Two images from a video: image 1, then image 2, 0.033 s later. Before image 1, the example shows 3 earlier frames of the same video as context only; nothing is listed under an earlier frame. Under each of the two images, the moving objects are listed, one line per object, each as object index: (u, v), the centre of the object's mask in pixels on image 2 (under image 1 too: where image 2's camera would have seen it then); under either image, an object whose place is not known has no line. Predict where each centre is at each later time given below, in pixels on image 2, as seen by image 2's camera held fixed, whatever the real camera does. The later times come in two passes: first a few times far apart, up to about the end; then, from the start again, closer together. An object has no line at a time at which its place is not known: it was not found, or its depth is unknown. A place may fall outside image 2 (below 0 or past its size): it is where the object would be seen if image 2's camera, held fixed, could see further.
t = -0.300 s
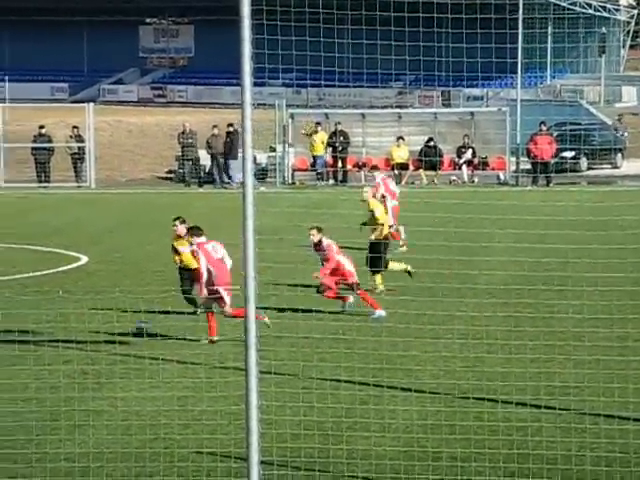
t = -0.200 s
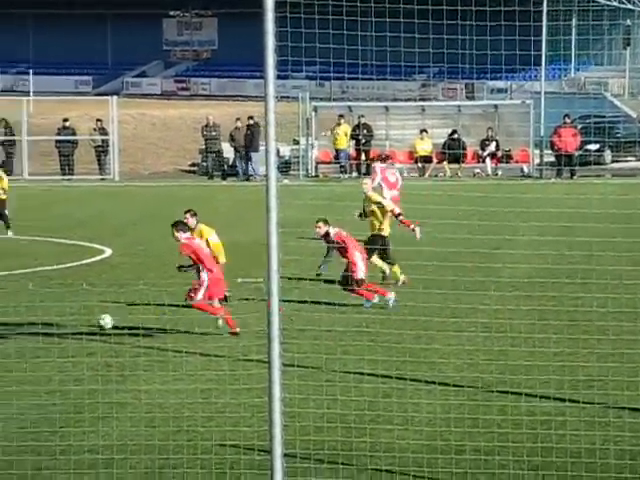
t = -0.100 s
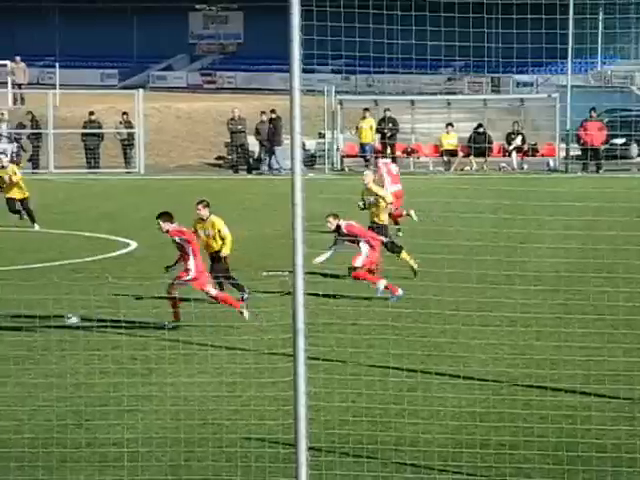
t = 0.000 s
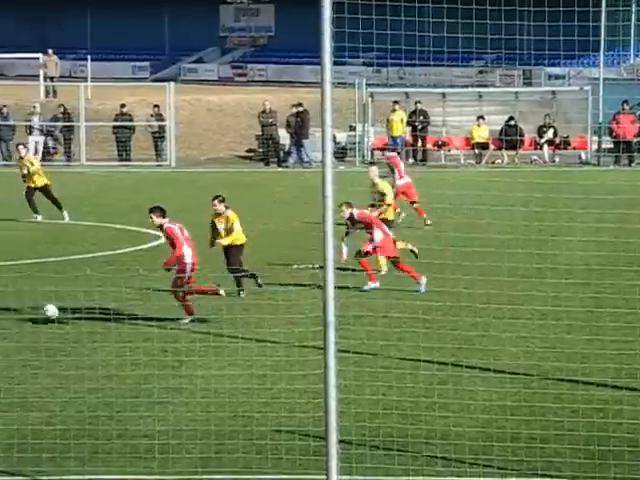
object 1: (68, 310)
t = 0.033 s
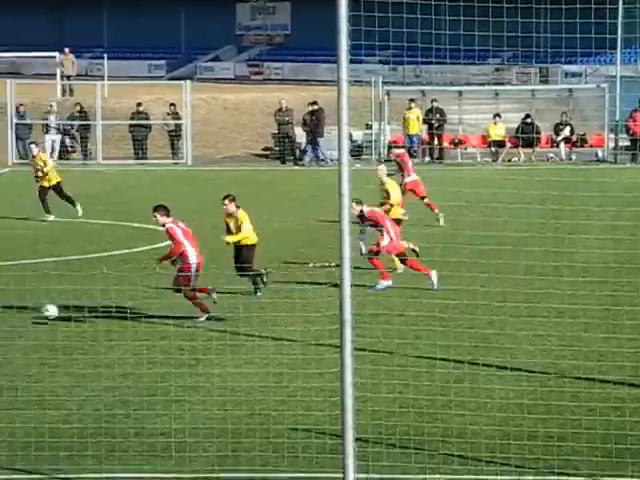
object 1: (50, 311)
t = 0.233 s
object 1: (-46, 321)
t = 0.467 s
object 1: (-156, 332)
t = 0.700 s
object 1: (-264, 341)
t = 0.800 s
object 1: (-306, 346)
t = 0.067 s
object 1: (33, 314)
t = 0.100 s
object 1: (14, 318)
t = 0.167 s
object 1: (-19, 320)
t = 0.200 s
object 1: (-33, 321)
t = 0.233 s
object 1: (-46, 321)
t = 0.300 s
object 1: (-81, 326)
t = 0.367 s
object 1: (-109, 327)
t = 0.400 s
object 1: (-125, 328)
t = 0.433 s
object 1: (-141, 330)
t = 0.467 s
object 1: (-156, 332)
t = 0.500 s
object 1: (-171, 334)
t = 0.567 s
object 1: (-201, 336)
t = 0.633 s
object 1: (-233, 339)
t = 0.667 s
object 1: (-246, 341)
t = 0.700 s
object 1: (-264, 341)
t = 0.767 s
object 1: (-292, 344)
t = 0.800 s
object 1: (-306, 346)
